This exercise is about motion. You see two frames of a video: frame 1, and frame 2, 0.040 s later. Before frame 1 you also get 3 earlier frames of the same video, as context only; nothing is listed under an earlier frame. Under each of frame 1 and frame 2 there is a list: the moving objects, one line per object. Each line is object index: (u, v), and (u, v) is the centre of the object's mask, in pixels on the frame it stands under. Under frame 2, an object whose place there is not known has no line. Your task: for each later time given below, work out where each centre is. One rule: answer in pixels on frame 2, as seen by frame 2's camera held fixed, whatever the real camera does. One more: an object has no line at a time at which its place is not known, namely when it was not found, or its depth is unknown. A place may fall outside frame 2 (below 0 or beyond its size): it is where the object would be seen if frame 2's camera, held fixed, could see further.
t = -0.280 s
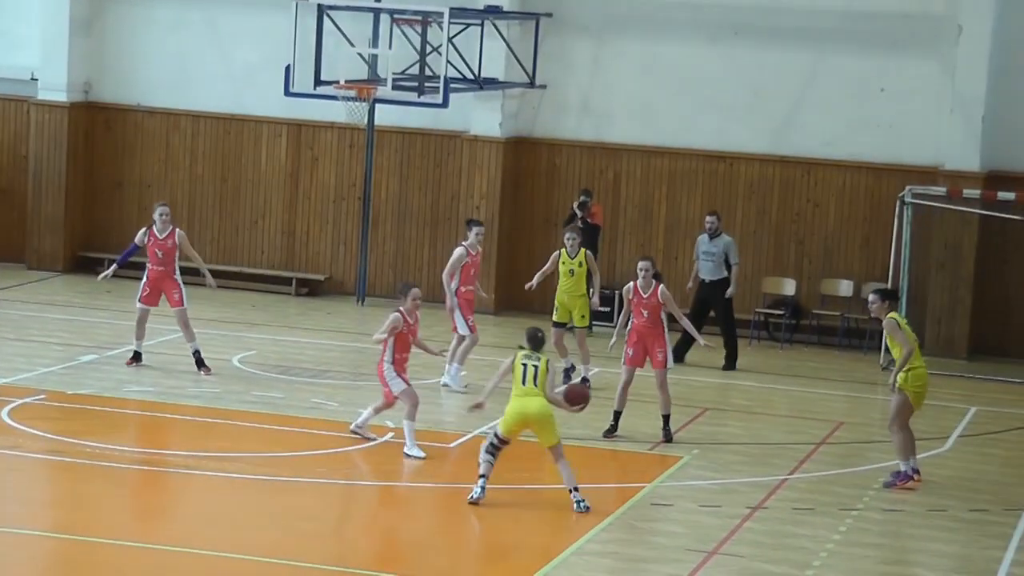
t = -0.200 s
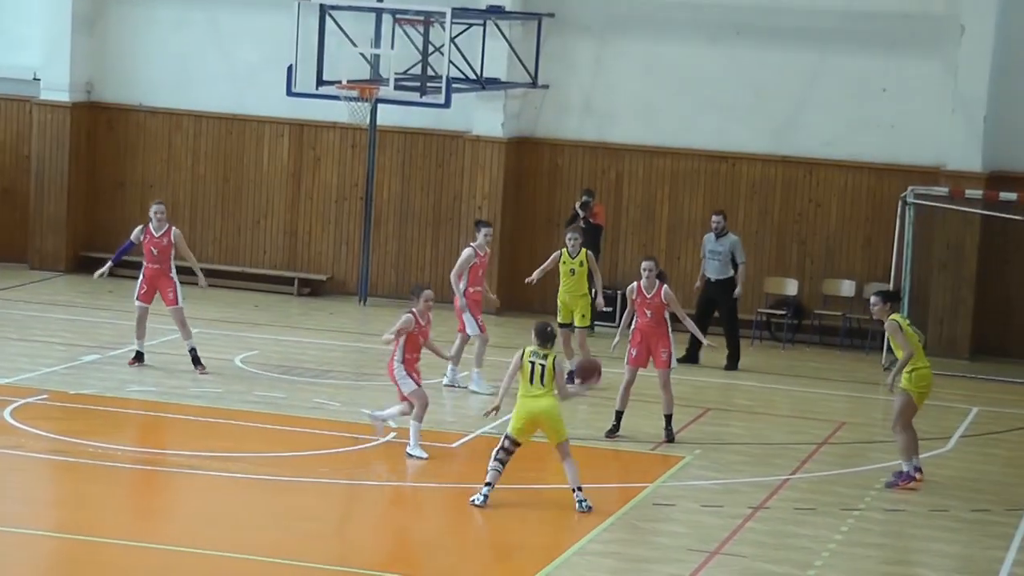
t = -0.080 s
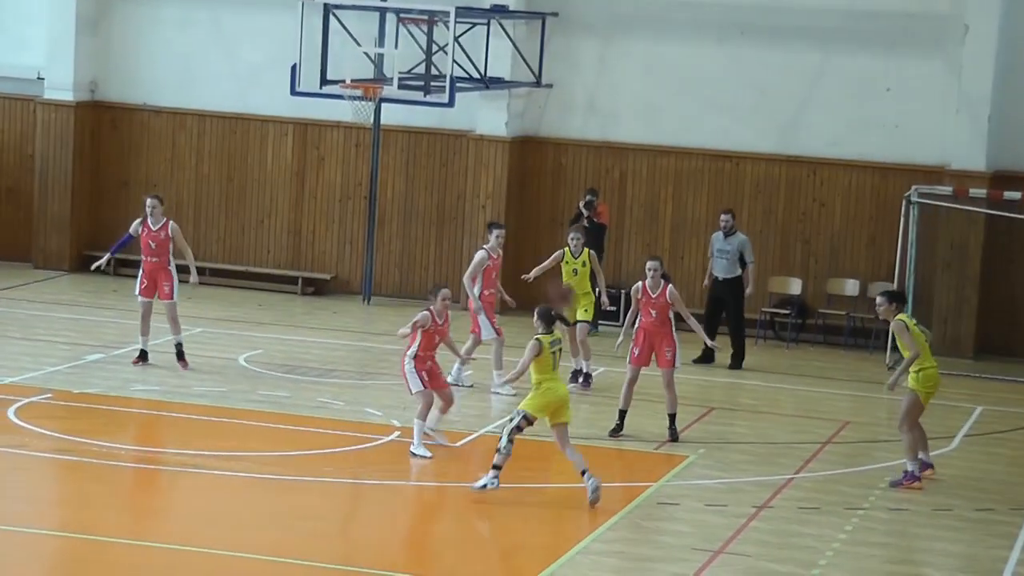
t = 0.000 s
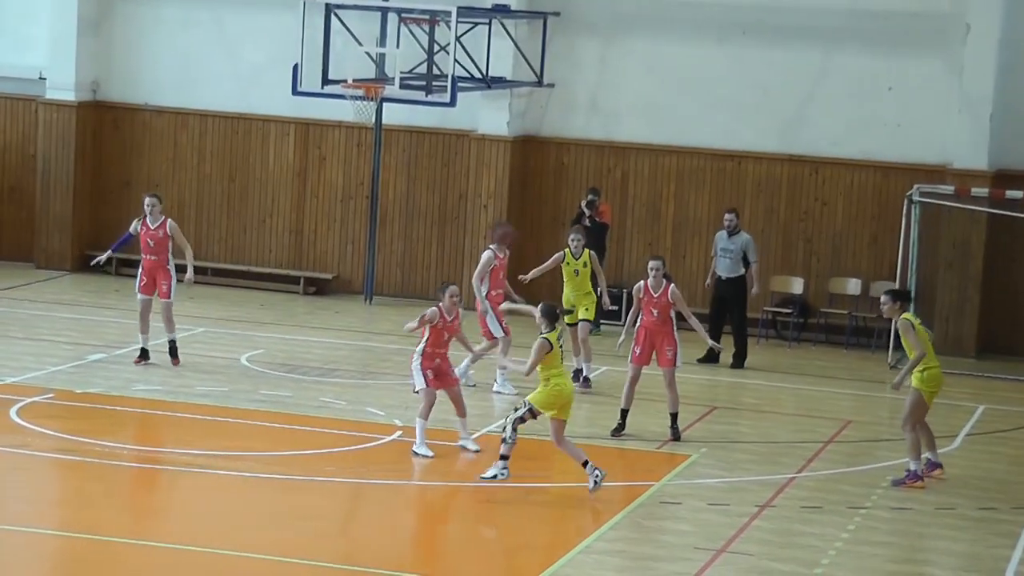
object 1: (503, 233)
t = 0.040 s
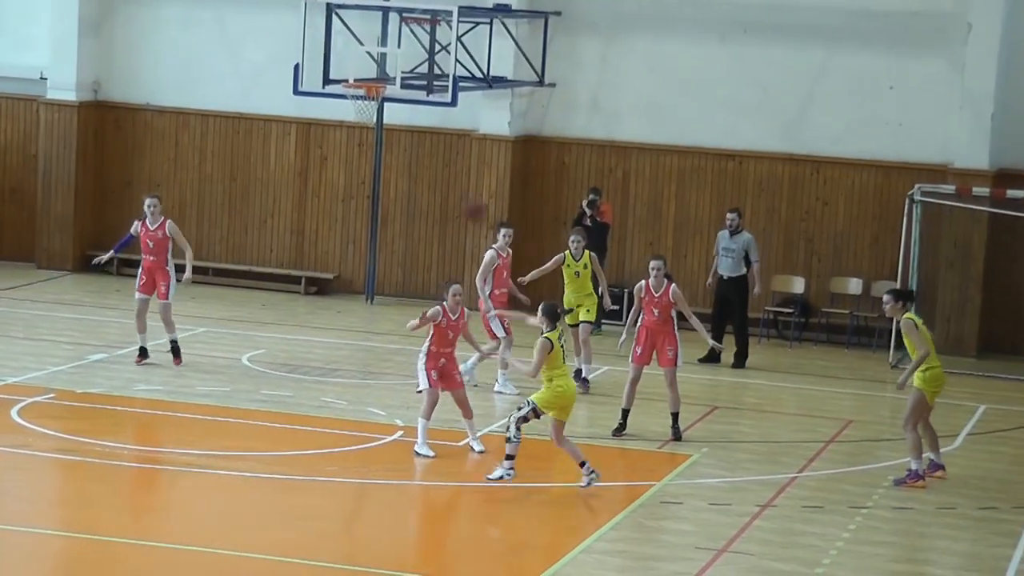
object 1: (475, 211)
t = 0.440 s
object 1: (196, 57)
